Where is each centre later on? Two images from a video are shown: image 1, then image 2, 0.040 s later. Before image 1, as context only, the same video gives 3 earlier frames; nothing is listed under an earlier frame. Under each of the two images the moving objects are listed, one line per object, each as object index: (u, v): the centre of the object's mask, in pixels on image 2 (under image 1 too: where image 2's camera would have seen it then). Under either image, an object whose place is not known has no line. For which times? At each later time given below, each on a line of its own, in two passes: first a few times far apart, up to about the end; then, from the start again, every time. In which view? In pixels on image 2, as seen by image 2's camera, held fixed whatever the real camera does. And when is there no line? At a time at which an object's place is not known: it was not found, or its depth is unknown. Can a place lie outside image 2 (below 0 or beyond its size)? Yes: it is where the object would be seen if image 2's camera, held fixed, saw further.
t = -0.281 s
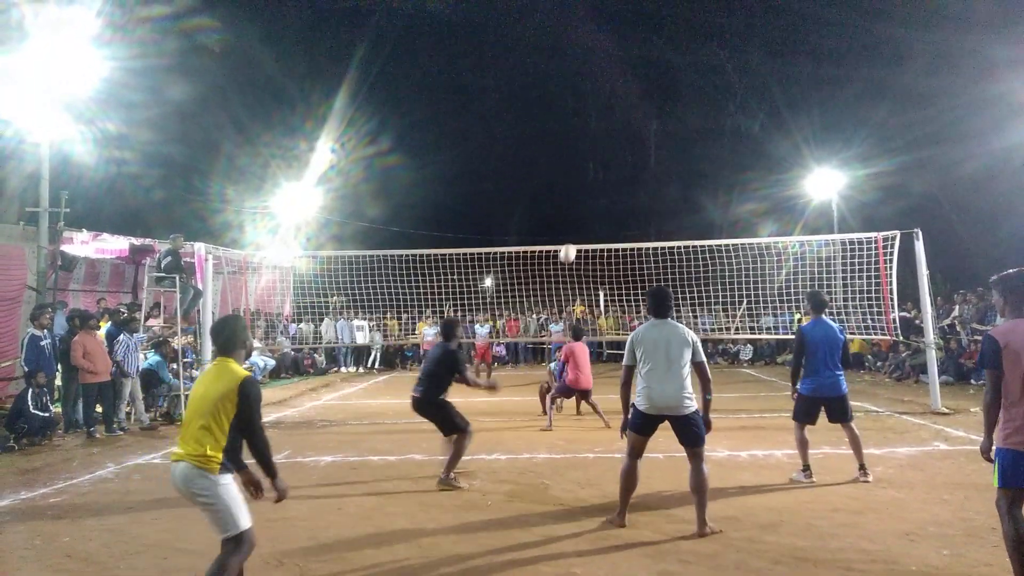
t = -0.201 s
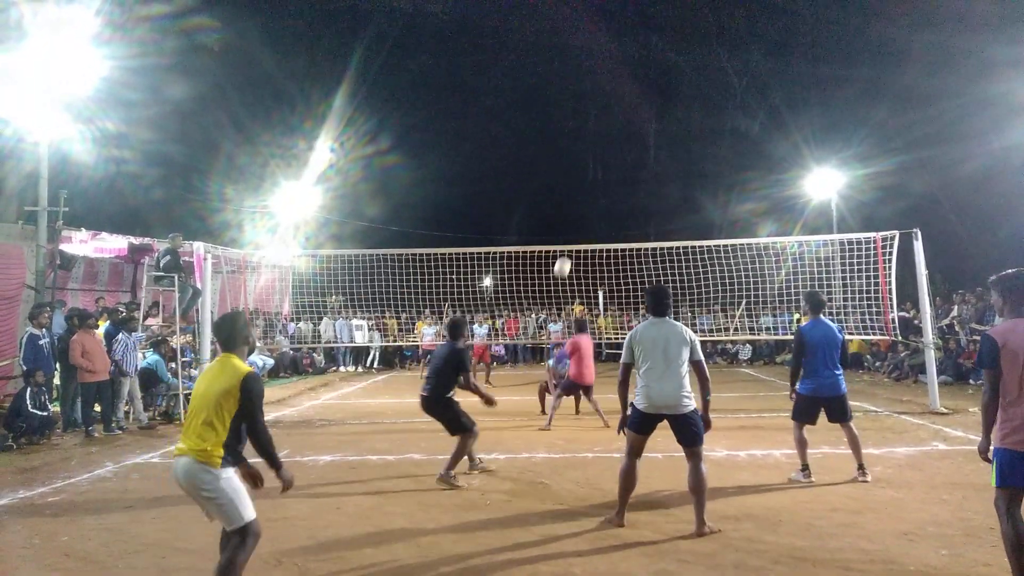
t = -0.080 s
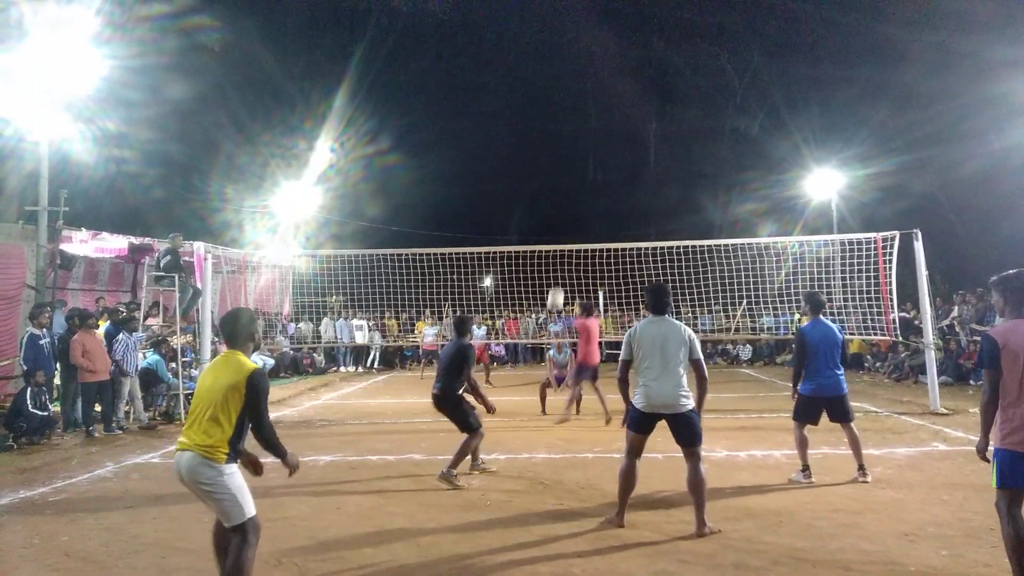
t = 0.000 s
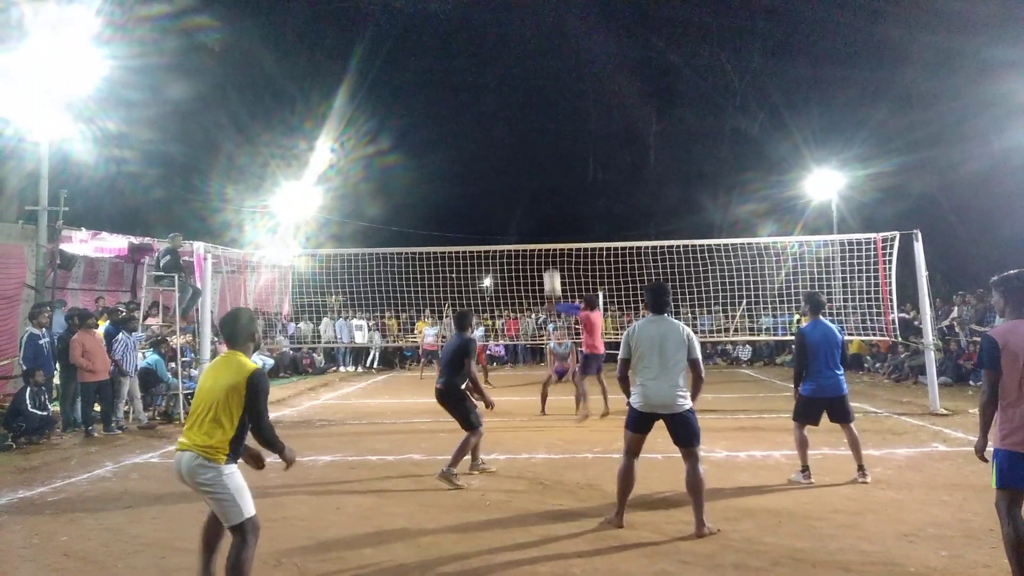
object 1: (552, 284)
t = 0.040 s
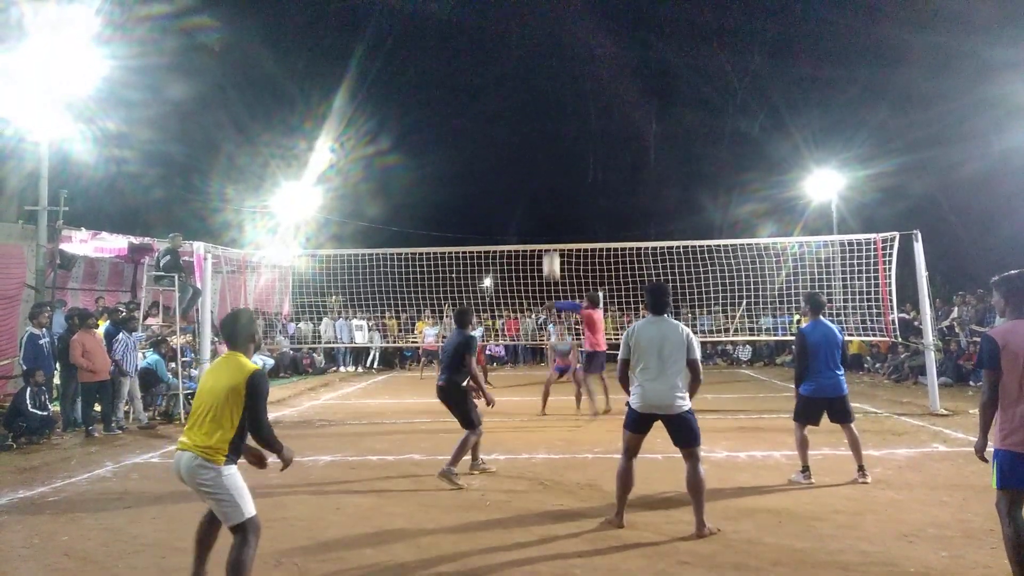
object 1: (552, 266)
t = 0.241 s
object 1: (547, 187)
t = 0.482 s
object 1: (542, 122)
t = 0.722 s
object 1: (540, 101)
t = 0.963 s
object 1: (541, 141)
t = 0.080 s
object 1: (551, 248)
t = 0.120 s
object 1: (550, 232)
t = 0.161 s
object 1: (549, 216)
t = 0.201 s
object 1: (548, 201)
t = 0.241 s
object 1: (547, 187)
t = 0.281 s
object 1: (546, 173)
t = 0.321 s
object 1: (545, 161)
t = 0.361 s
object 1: (544, 150)
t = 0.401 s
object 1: (543, 139)
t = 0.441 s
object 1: (542, 130)
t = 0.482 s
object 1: (542, 122)
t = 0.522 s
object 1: (541, 115)
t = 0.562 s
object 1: (541, 109)
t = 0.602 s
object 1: (540, 105)
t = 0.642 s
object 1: (540, 102)
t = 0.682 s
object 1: (540, 101)
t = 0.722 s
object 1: (540, 101)
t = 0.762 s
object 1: (540, 103)
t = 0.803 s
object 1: (539, 106)
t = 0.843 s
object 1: (539, 112)
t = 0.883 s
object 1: (540, 119)
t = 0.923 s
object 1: (540, 129)
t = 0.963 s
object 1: (541, 141)
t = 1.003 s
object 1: (542, 156)
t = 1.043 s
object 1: (542, 173)
